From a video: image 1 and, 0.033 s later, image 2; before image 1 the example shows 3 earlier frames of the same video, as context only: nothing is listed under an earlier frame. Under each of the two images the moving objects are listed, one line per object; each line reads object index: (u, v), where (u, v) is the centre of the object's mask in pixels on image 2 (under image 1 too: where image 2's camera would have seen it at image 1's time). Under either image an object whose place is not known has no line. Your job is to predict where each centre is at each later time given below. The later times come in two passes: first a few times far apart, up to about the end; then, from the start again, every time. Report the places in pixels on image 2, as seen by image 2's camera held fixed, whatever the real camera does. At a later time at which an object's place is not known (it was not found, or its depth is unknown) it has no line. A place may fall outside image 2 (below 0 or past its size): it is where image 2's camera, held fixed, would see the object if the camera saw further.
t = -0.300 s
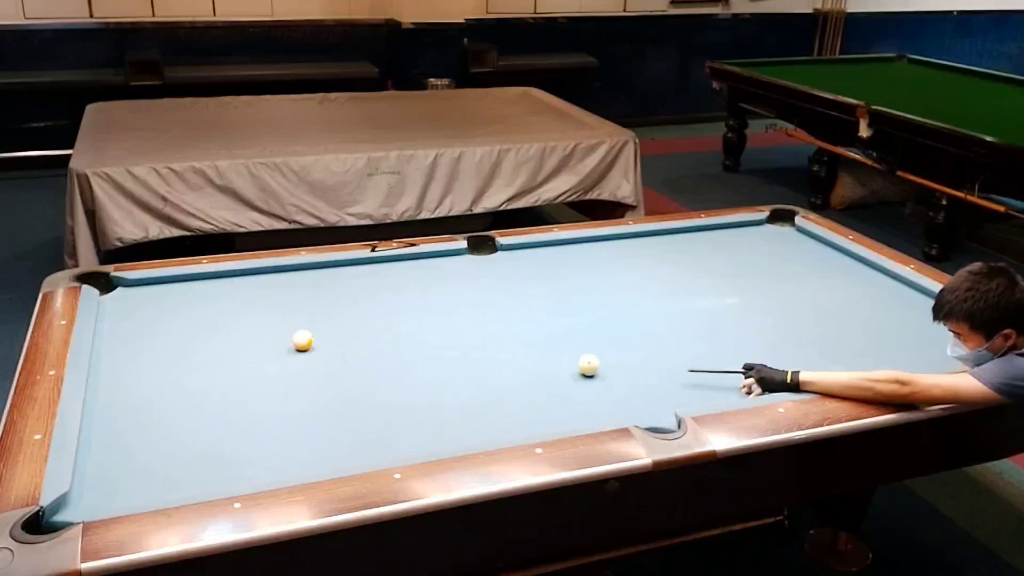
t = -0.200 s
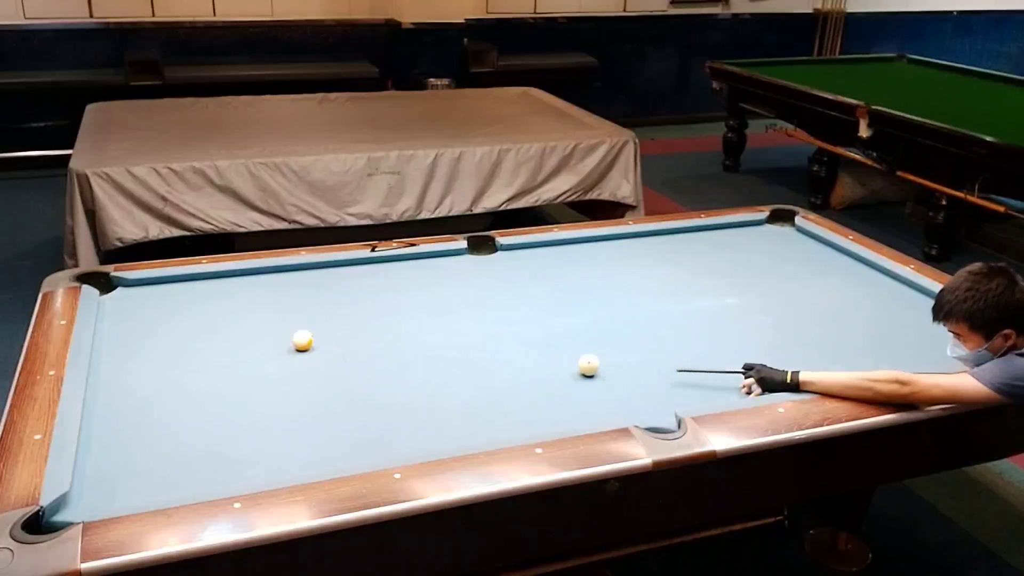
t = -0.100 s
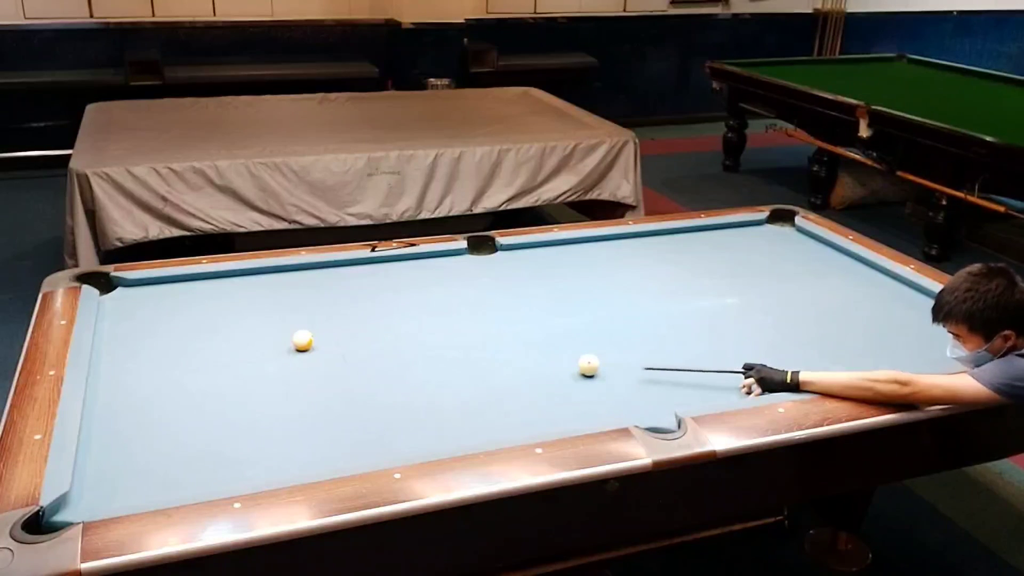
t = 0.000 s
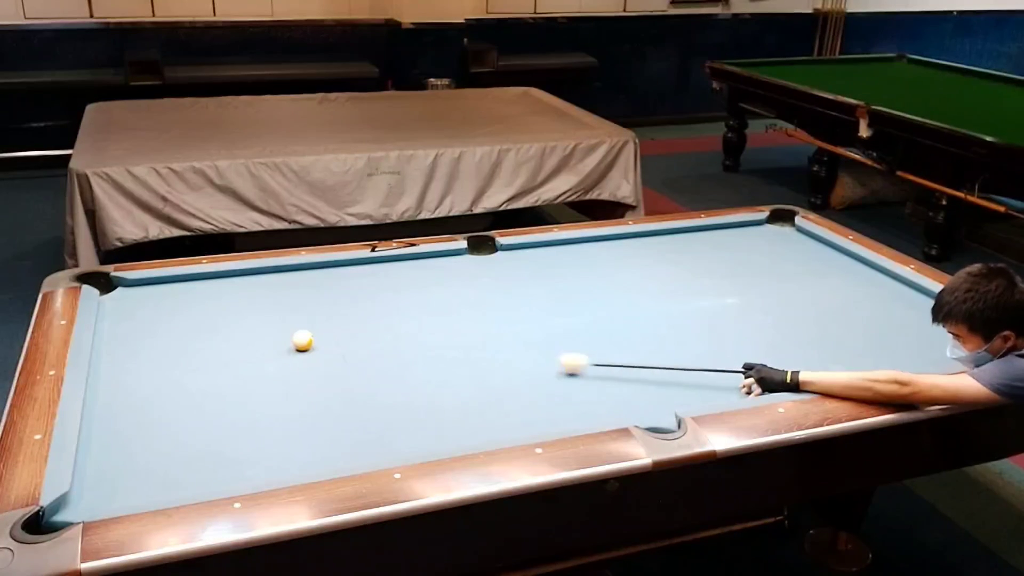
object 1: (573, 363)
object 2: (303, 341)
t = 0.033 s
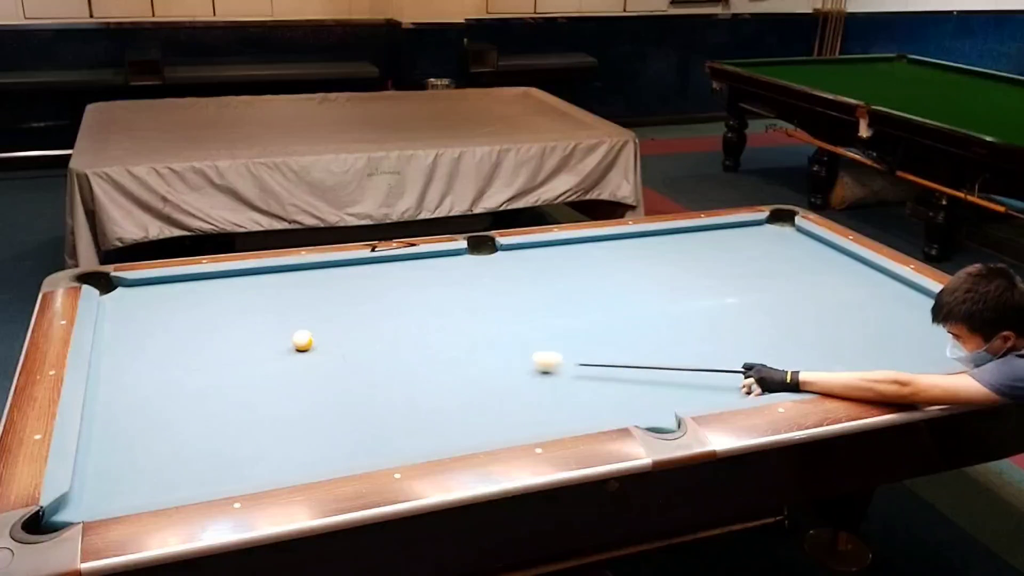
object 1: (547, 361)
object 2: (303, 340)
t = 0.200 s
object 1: (433, 353)
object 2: (303, 340)
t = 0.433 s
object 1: (310, 349)
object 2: (279, 334)
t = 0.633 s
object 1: (259, 361)
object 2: (214, 317)
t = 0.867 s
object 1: (193, 374)
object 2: (152, 300)
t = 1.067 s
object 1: (135, 385)
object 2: (104, 286)
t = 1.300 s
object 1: (116, 393)
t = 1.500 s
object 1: (155, 392)
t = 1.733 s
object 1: (198, 391)
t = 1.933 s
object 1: (233, 389)
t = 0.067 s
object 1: (522, 360)
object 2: (303, 340)
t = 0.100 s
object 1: (498, 358)
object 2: (303, 340)
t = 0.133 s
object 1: (476, 357)
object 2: (303, 340)
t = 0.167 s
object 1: (454, 355)
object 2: (303, 340)
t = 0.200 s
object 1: (433, 353)
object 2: (303, 340)
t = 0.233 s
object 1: (411, 351)
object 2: (303, 340)
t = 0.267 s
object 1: (390, 350)
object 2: (303, 340)
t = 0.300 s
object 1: (369, 349)
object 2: (303, 340)
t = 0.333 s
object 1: (348, 347)
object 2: (303, 340)
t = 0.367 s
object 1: (327, 345)
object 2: (302, 341)
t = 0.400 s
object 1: (316, 346)
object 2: (293, 337)
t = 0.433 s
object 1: (310, 349)
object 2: (279, 334)
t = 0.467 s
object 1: (303, 351)
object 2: (266, 331)
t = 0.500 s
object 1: (295, 353)
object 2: (253, 328)
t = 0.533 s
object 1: (287, 355)
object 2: (243, 324)
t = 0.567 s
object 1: (277, 357)
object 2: (233, 321)
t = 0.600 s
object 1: (268, 359)
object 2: (223, 319)
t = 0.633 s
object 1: (259, 361)
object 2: (214, 317)
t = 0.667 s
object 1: (250, 362)
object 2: (204, 314)
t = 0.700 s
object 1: (240, 364)
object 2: (195, 312)
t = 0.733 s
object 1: (231, 366)
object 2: (187, 309)
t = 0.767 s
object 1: (222, 368)
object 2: (177, 307)
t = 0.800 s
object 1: (212, 370)
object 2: (169, 305)
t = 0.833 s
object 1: (202, 372)
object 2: (160, 302)
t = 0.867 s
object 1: (193, 374)
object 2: (152, 300)
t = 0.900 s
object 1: (183, 376)
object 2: (144, 298)
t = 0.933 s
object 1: (174, 378)
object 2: (135, 296)
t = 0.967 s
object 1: (164, 380)
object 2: (127, 294)
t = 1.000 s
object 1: (154, 382)
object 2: (119, 291)
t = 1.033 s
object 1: (144, 384)
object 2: (111, 289)
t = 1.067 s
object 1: (135, 385)
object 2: (104, 286)
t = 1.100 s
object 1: (125, 387)
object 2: (98, 285)
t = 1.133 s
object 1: (115, 389)
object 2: (92, 285)
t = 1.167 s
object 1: (105, 391)
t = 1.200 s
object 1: (97, 393)
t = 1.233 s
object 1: (103, 393)
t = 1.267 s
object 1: (110, 393)
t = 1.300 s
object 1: (116, 393)
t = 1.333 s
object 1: (123, 393)
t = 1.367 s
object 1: (129, 392)
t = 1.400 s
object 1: (136, 392)
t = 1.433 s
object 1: (142, 392)
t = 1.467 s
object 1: (148, 392)
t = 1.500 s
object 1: (155, 392)
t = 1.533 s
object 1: (161, 391)
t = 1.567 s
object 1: (167, 391)
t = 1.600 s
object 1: (173, 391)
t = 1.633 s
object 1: (180, 391)
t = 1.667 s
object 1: (186, 391)
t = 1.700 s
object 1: (192, 391)
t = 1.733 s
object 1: (198, 391)
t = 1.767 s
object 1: (203, 390)
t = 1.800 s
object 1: (209, 390)
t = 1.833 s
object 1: (216, 390)
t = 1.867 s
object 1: (221, 390)
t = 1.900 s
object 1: (227, 390)
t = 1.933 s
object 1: (233, 389)
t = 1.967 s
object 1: (238, 389)
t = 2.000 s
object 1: (244, 389)
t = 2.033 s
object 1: (249, 389)
